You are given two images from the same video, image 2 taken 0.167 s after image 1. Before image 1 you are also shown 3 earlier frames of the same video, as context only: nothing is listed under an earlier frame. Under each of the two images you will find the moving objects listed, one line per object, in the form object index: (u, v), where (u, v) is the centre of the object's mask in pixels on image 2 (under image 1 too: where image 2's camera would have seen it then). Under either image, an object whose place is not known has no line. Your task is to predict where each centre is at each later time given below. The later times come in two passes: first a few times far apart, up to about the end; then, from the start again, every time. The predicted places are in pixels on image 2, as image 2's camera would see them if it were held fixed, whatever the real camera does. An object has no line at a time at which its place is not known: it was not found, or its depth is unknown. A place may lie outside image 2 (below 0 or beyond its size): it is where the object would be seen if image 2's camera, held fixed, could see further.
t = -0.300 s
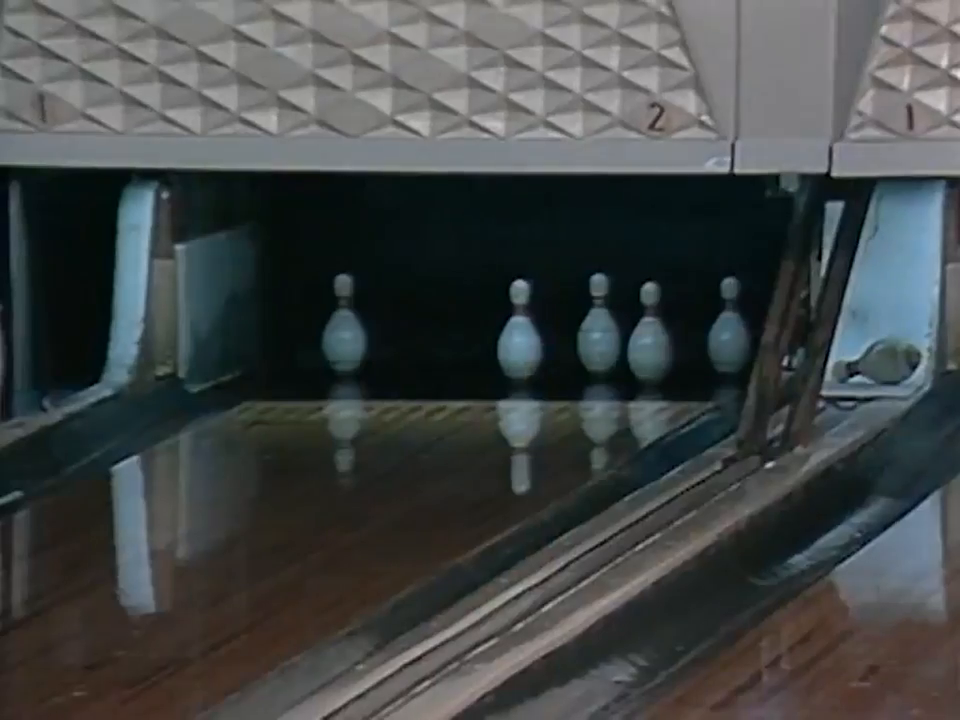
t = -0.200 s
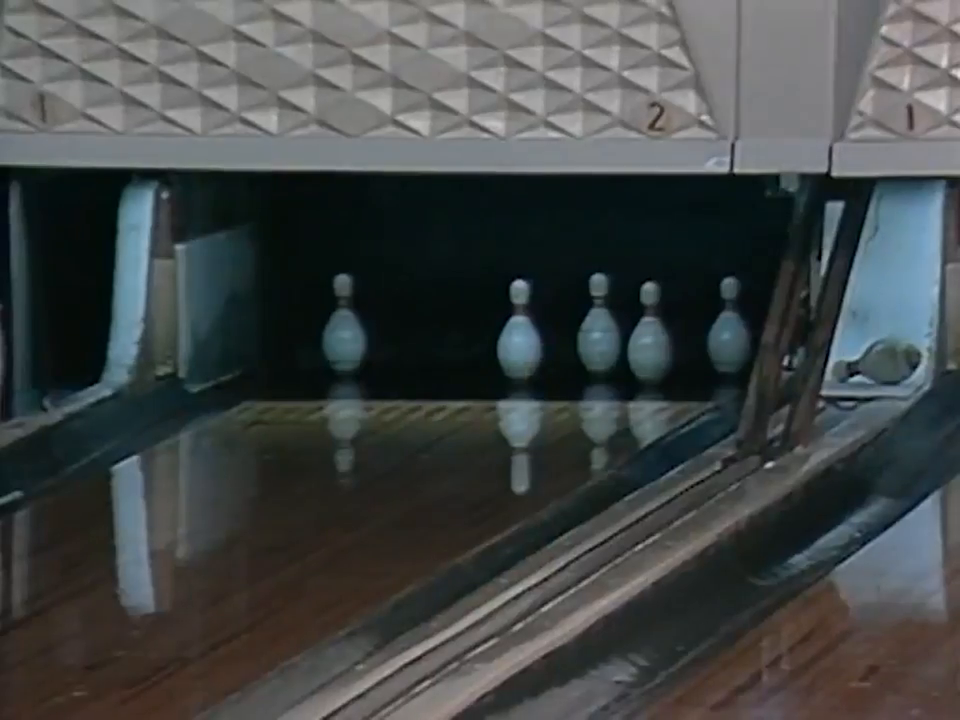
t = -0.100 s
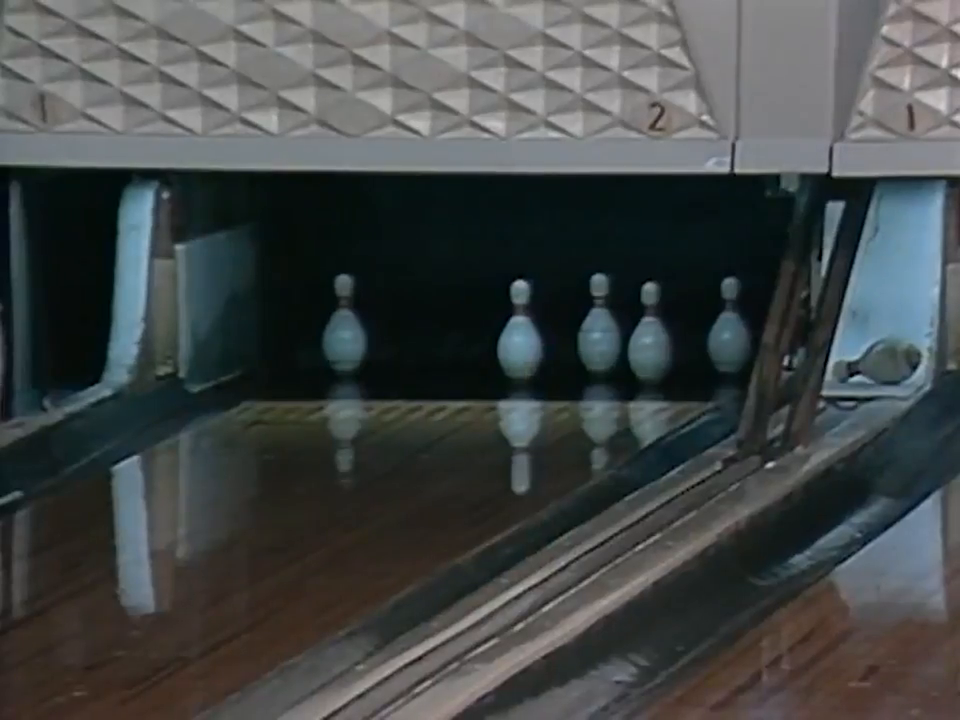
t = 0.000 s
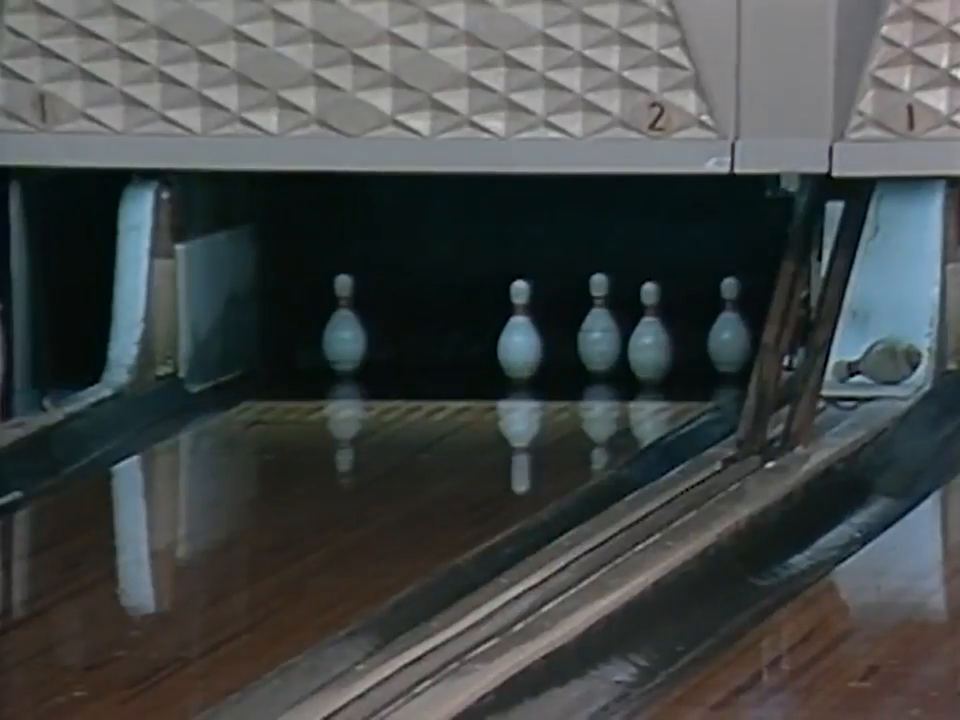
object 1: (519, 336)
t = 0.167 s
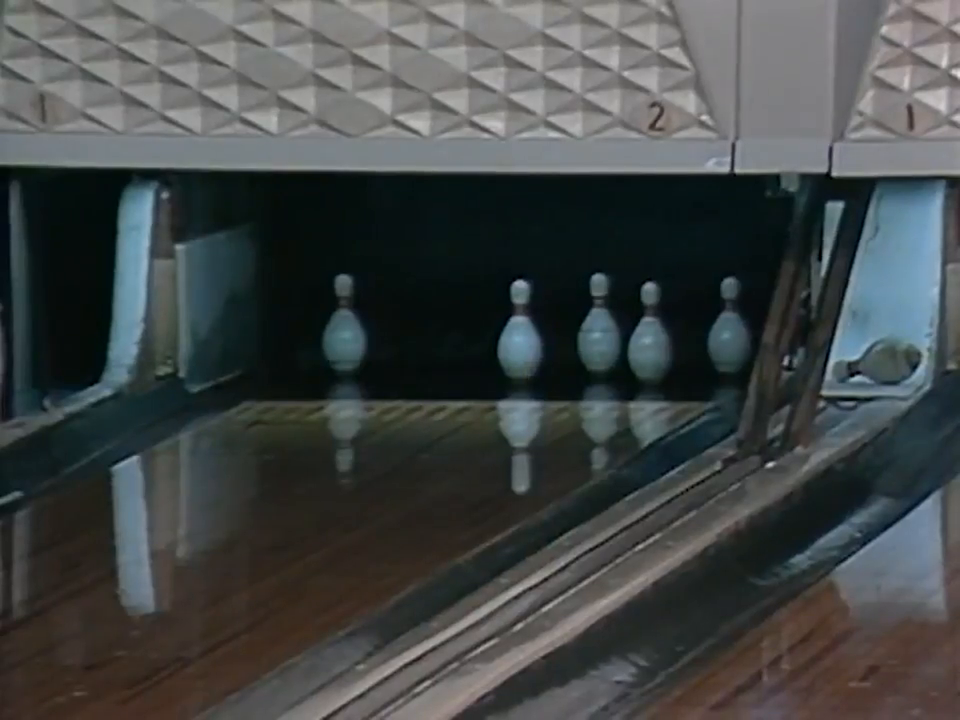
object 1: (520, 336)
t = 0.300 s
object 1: (519, 336)
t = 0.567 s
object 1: (520, 336)
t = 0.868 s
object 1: (520, 336)
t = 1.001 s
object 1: (514, 324)
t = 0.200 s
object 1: (520, 336)
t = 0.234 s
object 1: (520, 336)
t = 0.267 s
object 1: (520, 336)
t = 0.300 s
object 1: (519, 336)
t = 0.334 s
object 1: (520, 336)
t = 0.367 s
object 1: (519, 336)
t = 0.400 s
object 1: (519, 336)
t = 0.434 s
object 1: (519, 336)
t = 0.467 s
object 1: (519, 336)
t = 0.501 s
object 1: (520, 336)
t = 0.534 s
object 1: (520, 336)
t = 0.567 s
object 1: (520, 336)
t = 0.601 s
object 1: (519, 336)
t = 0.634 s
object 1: (519, 336)
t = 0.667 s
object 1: (519, 336)
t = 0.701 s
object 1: (519, 336)
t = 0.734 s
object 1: (519, 336)
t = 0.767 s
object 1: (519, 336)
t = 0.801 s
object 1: (519, 336)
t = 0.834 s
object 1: (519, 336)
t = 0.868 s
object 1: (520, 336)
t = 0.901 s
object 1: (520, 335)
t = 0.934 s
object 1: (522, 327)
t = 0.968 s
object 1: (519, 315)
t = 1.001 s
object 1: (514, 324)
